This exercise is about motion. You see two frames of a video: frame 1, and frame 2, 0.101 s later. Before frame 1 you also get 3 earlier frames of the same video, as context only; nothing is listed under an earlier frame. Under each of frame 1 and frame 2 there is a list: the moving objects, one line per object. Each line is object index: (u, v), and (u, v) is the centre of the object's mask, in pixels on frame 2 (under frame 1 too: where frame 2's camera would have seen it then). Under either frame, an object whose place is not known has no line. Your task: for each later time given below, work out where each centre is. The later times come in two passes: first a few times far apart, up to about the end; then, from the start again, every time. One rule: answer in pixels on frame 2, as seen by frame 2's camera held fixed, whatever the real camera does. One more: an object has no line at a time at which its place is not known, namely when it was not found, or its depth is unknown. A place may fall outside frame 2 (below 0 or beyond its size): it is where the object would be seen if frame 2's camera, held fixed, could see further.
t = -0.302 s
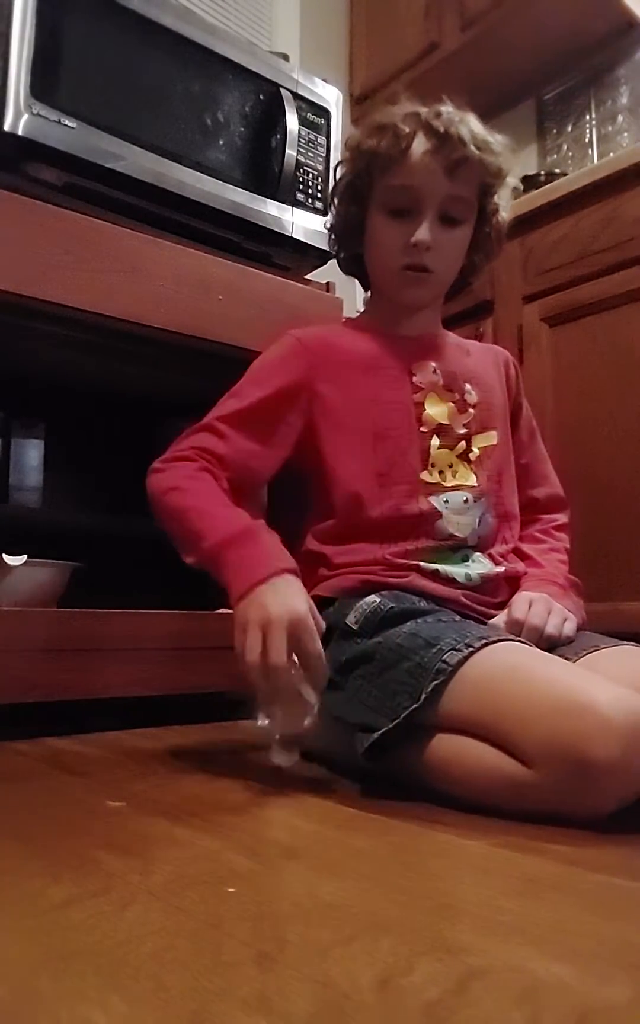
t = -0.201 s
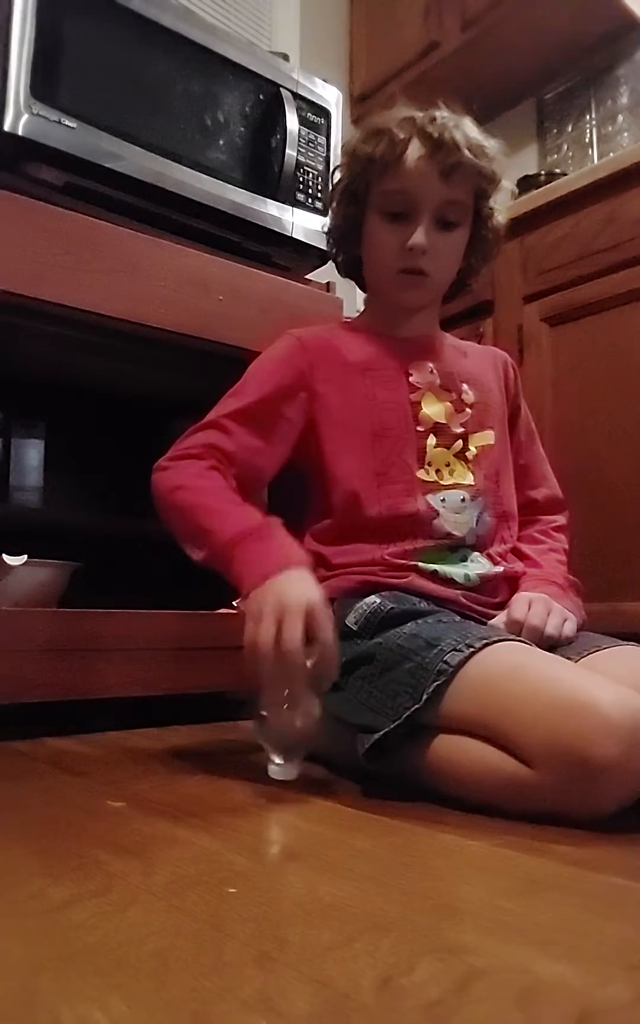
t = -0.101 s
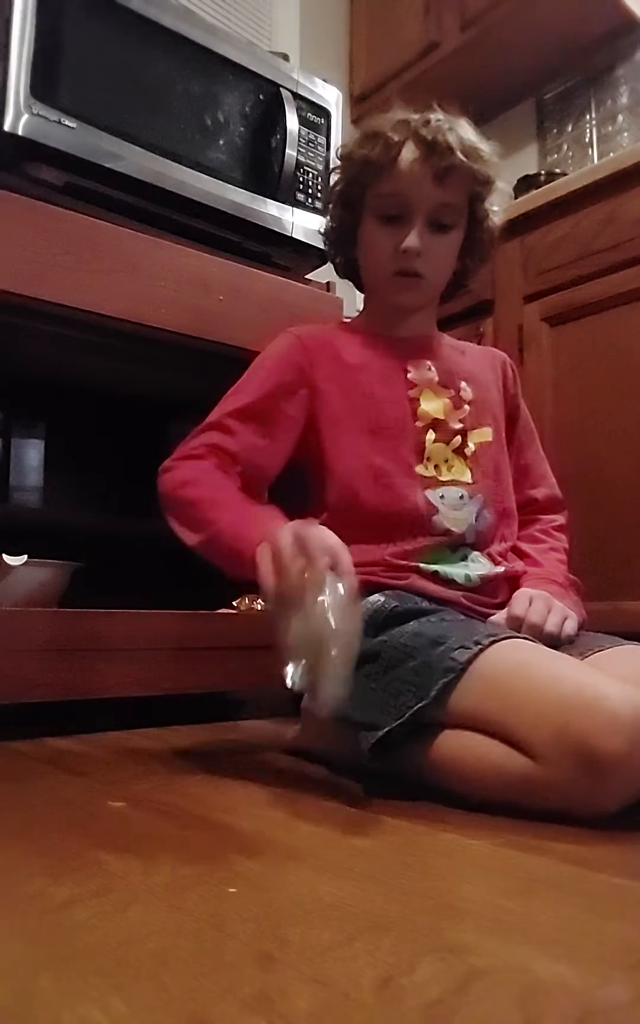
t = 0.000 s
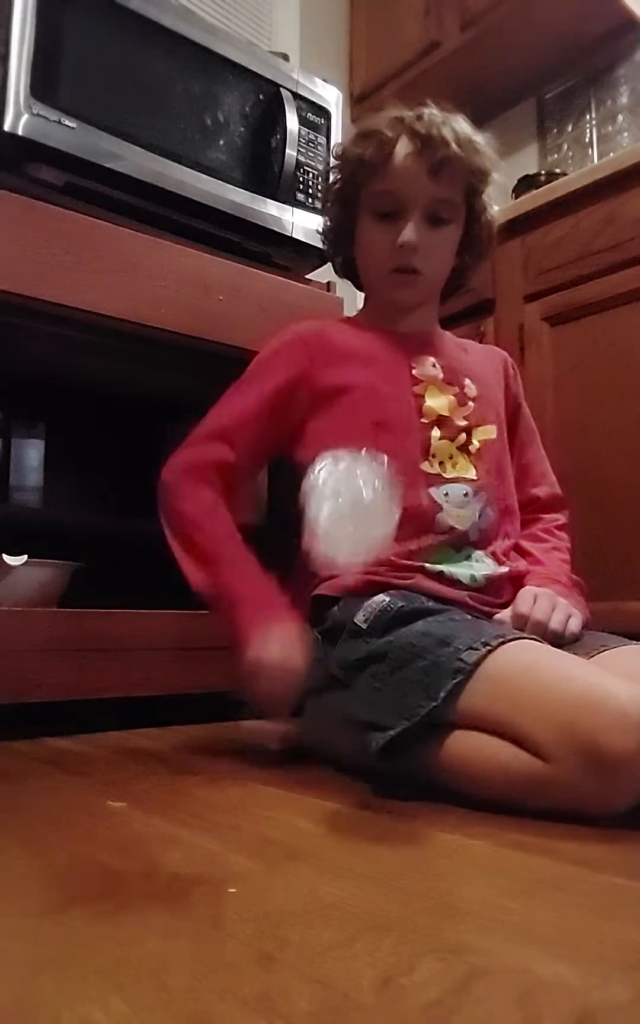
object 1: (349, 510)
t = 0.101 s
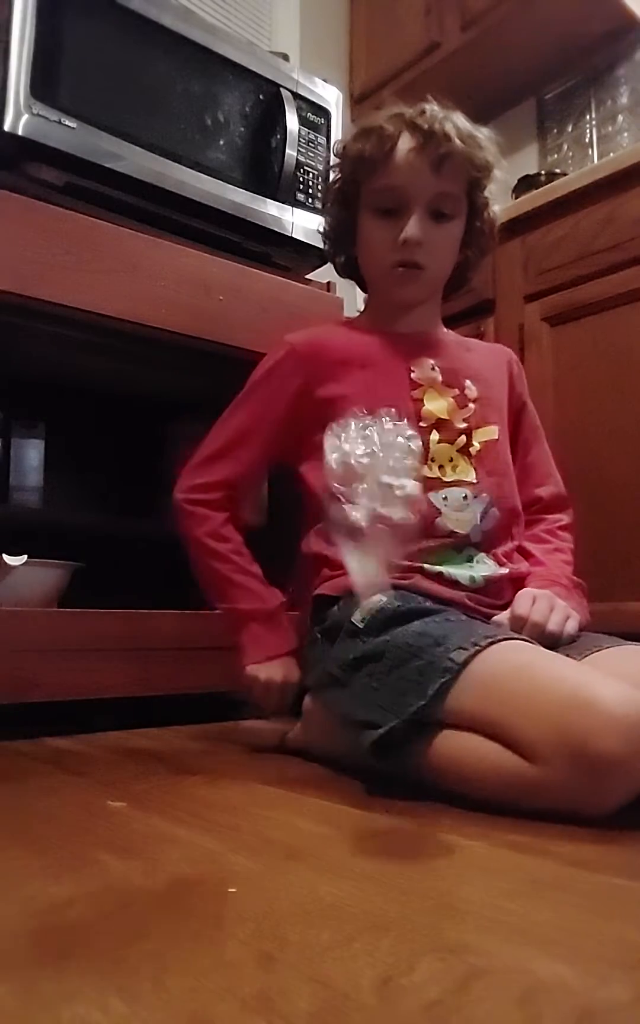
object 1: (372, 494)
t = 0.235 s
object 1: (424, 768)
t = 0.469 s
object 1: (485, 836)
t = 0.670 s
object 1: (535, 827)
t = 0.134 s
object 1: (383, 534)
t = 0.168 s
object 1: (398, 589)
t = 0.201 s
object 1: (411, 668)
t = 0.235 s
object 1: (424, 768)
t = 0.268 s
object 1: (433, 840)
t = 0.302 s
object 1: (433, 831)
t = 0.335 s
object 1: (445, 829)
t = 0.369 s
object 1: (456, 832)
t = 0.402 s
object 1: (467, 837)
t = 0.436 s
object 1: (474, 837)
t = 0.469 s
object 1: (485, 836)
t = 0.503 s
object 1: (495, 834)
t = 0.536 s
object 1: (504, 832)
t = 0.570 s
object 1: (513, 831)
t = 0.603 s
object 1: (521, 830)
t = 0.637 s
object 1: (529, 829)
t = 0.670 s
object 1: (535, 827)
